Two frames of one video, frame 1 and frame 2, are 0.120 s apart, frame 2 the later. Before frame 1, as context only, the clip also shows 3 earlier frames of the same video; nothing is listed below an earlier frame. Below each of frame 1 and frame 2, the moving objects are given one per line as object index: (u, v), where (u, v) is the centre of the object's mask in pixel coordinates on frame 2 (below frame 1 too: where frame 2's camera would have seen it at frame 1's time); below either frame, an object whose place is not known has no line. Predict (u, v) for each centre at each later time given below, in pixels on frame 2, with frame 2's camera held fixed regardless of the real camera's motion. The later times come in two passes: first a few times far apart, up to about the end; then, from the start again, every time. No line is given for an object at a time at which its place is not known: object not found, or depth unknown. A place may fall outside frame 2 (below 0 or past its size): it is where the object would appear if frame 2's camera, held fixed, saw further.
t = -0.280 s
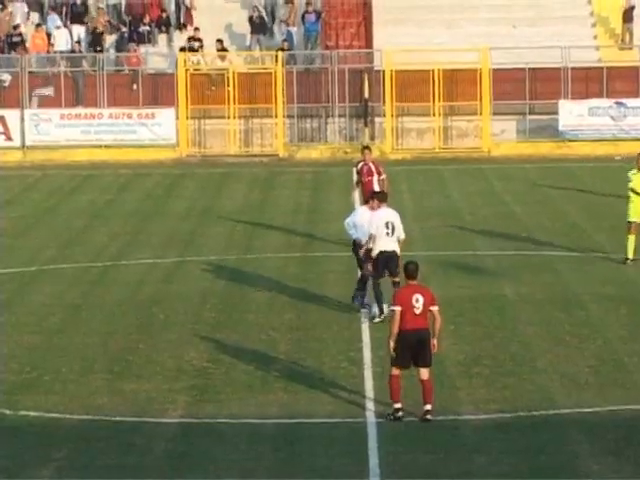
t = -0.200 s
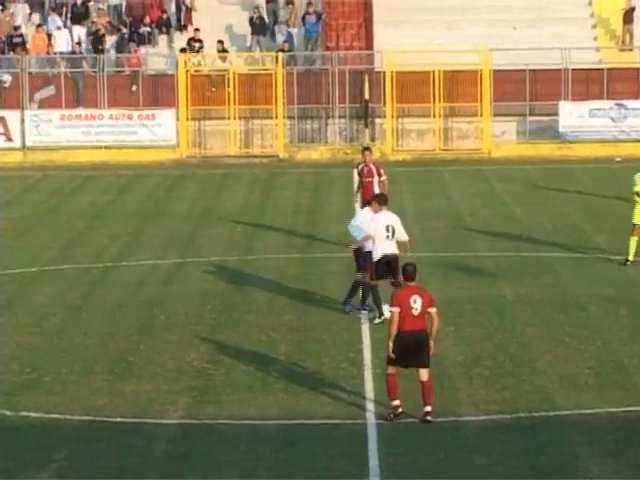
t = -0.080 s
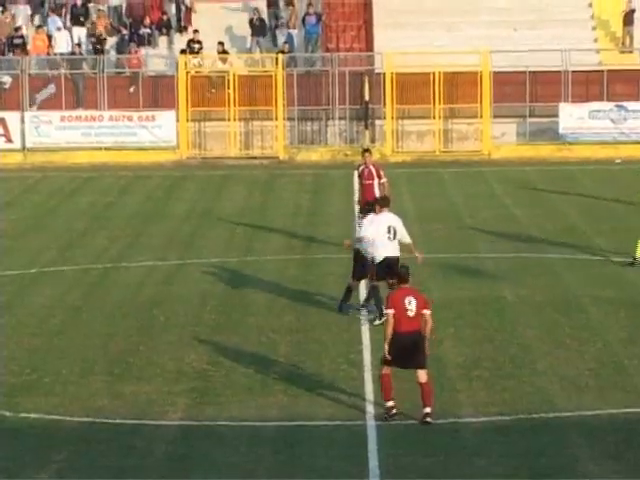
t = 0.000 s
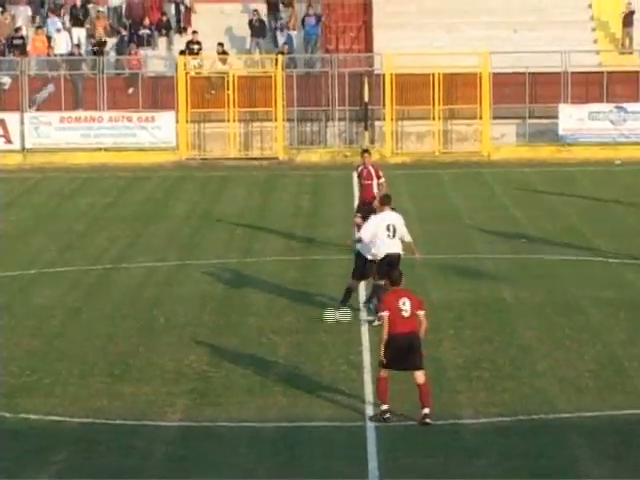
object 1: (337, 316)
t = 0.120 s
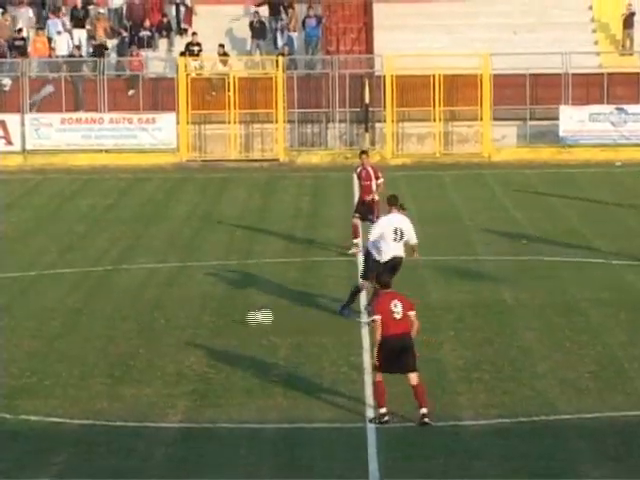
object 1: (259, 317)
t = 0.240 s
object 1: (190, 318)
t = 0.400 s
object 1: (113, 319)
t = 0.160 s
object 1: (236, 318)
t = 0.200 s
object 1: (212, 317)
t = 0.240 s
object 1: (190, 318)
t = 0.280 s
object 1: (170, 318)
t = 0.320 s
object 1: (150, 318)
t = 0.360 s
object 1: (131, 318)
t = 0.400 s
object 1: (113, 319)
